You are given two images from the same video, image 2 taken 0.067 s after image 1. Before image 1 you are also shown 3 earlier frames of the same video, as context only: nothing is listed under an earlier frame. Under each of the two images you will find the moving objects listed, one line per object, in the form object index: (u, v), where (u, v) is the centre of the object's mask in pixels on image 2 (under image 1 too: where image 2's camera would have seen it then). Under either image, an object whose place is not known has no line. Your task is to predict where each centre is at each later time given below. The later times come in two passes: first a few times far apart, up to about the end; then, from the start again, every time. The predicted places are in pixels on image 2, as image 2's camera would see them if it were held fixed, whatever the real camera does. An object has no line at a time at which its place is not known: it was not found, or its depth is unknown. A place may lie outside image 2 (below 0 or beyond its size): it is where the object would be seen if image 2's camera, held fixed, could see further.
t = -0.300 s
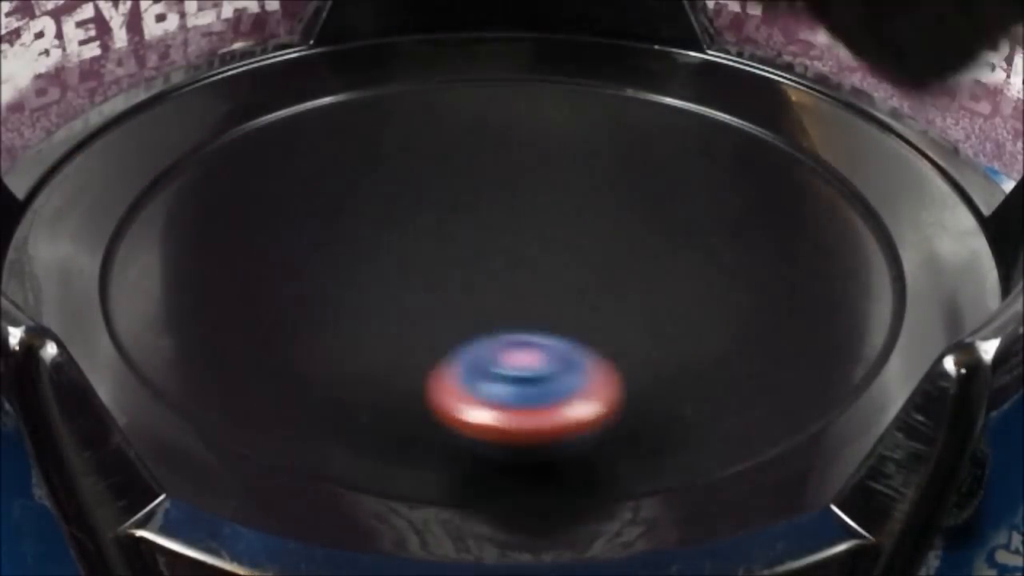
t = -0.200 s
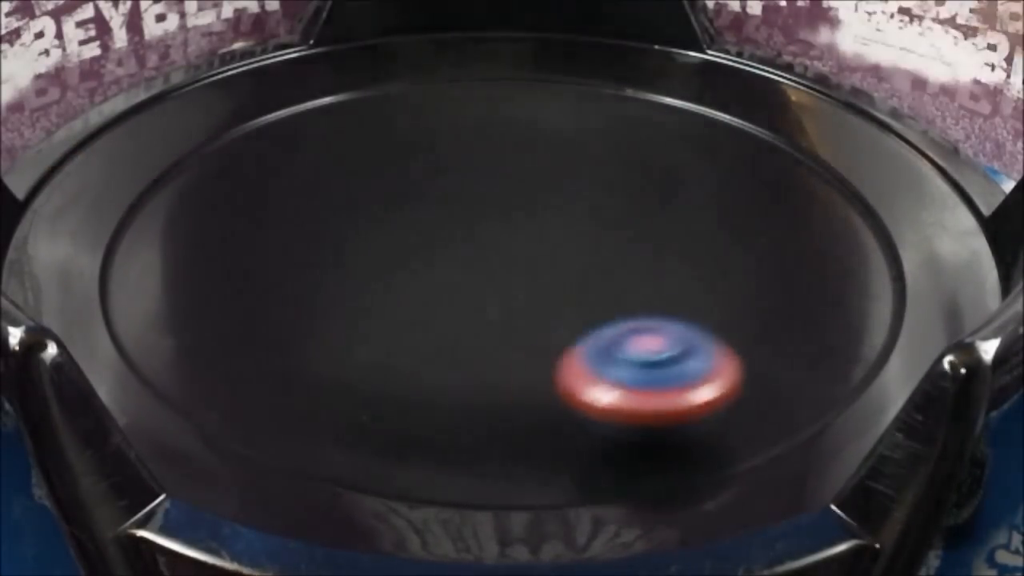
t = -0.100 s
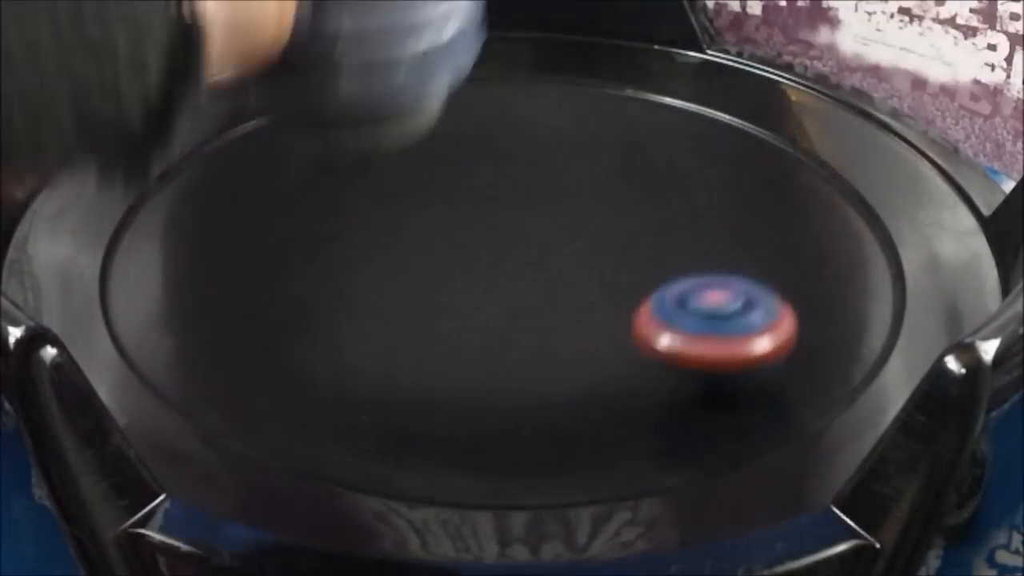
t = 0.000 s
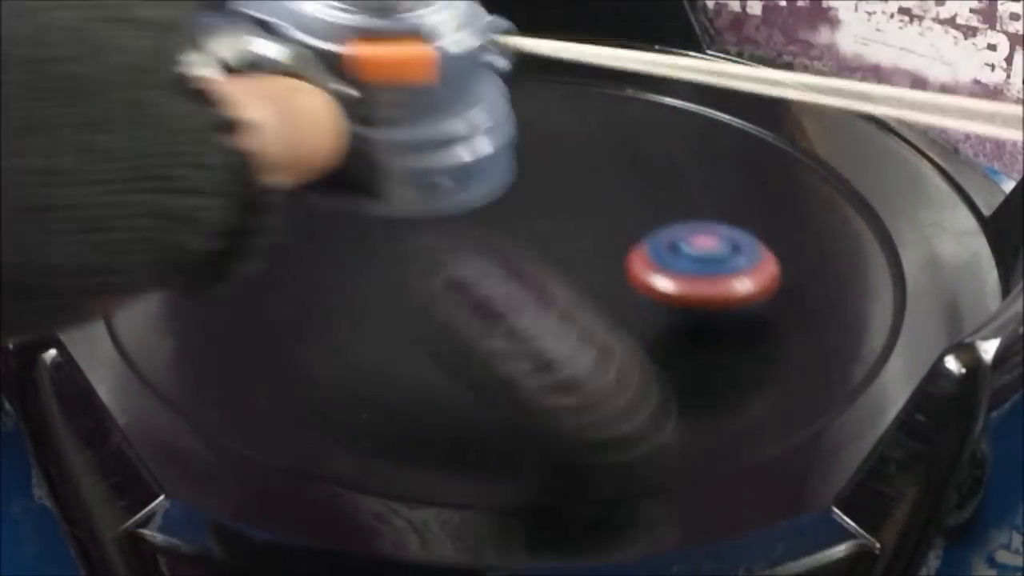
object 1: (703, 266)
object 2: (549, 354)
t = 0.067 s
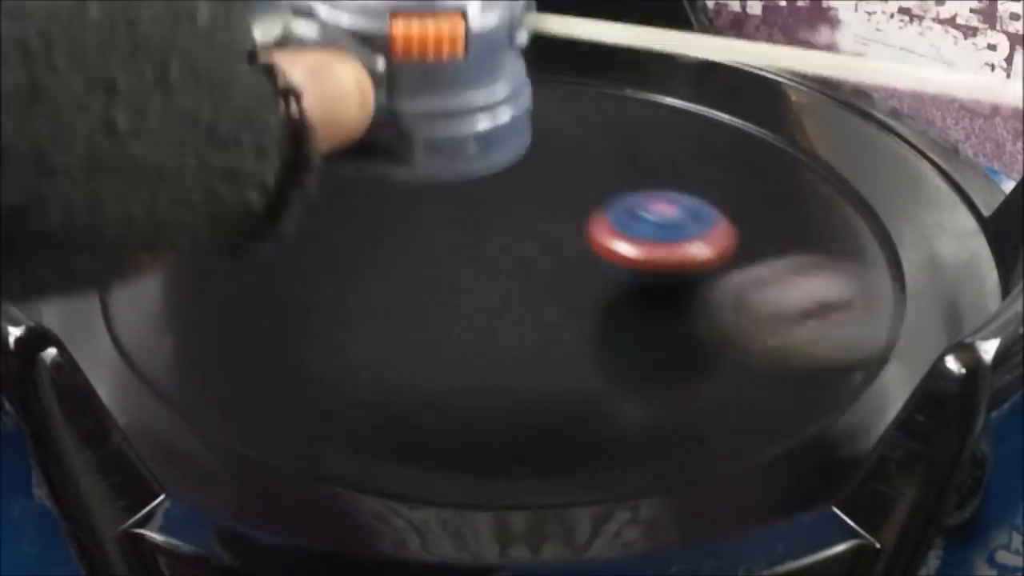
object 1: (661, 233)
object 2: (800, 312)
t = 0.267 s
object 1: (456, 181)
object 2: (801, 95)
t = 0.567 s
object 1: (237, 283)
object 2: (445, 237)
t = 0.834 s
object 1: (360, 408)
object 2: (488, 324)
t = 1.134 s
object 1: (515, 407)
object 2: (733, 164)
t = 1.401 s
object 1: (562, 292)
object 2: (577, 93)
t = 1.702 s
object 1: (312, 225)
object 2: (406, 110)
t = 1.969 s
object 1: (289, 271)
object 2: (355, 180)
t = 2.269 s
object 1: (449, 294)
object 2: (468, 197)
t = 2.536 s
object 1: (521, 446)
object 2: (523, 114)
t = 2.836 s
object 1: (771, 265)
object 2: (419, 346)
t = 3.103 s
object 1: (556, 119)
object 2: (709, 319)
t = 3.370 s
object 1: (277, 144)
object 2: (746, 223)
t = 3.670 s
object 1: (329, 310)
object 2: (581, 195)
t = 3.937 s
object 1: (586, 302)
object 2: (467, 228)
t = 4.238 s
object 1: (594, 179)
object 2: (420, 273)
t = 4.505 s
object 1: (430, 177)
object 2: (430, 293)
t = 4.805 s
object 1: (408, 240)
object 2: (486, 312)
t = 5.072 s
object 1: (337, 159)
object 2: (738, 355)
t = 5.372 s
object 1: (306, 226)
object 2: (743, 253)
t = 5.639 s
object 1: (459, 275)
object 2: (590, 206)
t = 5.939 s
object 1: (570, 270)
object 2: (441, 158)
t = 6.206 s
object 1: (596, 212)
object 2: (323, 200)
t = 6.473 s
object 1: (516, 194)
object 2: (338, 246)
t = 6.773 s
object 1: (510, 187)
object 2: (350, 314)
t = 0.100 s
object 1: (633, 218)
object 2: (902, 294)
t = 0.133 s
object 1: (602, 205)
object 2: (917, 267)
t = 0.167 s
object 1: (568, 196)
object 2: (895, 222)
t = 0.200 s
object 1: (533, 188)
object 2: (871, 179)
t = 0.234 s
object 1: (496, 183)
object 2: (838, 134)
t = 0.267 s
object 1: (456, 181)
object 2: (801, 95)
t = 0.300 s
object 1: (416, 181)
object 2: (767, 59)
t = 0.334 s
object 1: (375, 185)
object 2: (722, 31)
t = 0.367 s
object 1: (340, 191)
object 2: (697, 24)
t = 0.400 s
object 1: (309, 200)
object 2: (667, 31)
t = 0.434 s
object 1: (282, 212)
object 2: (622, 66)
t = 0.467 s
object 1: (260, 228)
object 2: (582, 139)
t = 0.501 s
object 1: (244, 245)
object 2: (538, 168)
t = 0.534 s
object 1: (237, 264)
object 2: (491, 213)
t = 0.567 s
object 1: (237, 283)
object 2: (445, 237)
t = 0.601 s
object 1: (246, 301)
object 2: (399, 262)
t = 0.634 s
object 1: (259, 316)
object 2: (375, 281)
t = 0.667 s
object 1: (248, 328)
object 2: (378, 291)
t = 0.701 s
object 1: (240, 364)
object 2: (391, 297)
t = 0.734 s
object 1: (245, 383)
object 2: (411, 307)
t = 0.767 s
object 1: (272, 395)
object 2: (434, 318)
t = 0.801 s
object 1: (313, 404)
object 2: (461, 321)
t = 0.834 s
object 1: (360, 408)
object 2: (488, 324)
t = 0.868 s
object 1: (406, 409)
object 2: (514, 325)
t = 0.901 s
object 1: (450, 408)
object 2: (539, 322)
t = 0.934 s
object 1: (489, 403)
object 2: (562, 319)
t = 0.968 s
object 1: (524, 396)
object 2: (586, 315)
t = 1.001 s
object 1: (545, 392)
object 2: (613, 310)
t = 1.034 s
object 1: (530, 404)
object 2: (660, 273)
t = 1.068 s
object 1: (518, 411)
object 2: (697, 231)
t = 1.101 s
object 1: (513, 412)
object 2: (721, 194)
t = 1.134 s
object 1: (515, 407)
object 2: (733, 164)
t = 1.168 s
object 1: (524, 398)
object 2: (731, 139)
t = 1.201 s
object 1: (539, 387)
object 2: (719, 123)
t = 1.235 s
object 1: (554, 375)
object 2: (701, 112)
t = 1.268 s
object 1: (568, 360)
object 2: (677, 105)
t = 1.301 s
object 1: (576, 344)
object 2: (654, 99)
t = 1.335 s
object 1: (578, 327)
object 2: (630, 95)
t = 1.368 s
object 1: (573, 310)
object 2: (603, 93)
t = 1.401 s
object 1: (562, 292)
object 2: (577, 93)
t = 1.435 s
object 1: (546, 275)
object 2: (551, 95)
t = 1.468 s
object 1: (526, 258)
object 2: (526, 98)
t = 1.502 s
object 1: (502, 243)
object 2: (502, 102)
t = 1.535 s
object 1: (475, 230)
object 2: (477, 107)
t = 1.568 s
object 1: (446, 217)
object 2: (453, 116)
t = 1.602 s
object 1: (416, 208)
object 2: (430, 126)
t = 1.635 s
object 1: (380, 206)
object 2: (415, 119)
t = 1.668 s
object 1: (343, 218)
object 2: (410, 110)
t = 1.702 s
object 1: (312, 225)
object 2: (406, 110)
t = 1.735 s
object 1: (288, 232)
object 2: (403, 113)
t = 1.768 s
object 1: (272, 238)
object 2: (399, 117)
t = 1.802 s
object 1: (263, 244)
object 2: (391, 125)
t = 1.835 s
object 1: (259, 250)
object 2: (380, 134)
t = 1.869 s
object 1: (262, 256)
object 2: (372, 144)
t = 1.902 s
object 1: (267, 261)
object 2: (364, 156)
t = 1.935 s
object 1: (276, 266)
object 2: (359, 167)
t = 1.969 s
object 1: (289, 271)
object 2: (355, 180)
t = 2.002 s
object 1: (306, 276)
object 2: (356, 192)
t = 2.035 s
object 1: (326, 279)
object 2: (360, 199)
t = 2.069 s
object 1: (343, 284)
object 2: (370, 204)
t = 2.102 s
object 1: (358, 291)
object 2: (383, 206)
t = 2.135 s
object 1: (375, 297)
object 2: (403, 206)
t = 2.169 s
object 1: (397, 299)
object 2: (423, 205)
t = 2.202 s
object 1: (418, 296)
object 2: (439, 203)
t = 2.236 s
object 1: (438, 289)
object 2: (453, 202)
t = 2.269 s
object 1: (449, 294)
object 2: (468, 197)
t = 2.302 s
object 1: (429, 341)
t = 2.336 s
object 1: (412, 383)
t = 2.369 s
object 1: (403, 418)
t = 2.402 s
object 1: (408, 432)
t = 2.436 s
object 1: (426, 431)
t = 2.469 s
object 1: (448, 453)
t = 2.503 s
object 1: (481, 452)
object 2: (549, 95)
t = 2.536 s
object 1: (521, 446)
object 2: (523, 114)
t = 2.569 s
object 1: (564, 441)
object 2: (501, 139)
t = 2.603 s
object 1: (609, 425)
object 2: (477, 194)
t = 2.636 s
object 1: (650, 407)
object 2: (459, 213)
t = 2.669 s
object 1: (686, 387)
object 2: (431, 253)
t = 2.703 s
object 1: (720, 365)
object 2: (421, 274)
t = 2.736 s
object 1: (746, 341)
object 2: (400, 301)
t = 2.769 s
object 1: (764, 316)
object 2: (398, 320)
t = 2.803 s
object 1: (772, 291)
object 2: (404, 334)
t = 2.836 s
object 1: (771, 265)
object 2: (419, 346)
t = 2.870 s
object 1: (763, 241)
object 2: (446, 355)
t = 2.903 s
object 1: (746, 217)
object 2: (484, 361)
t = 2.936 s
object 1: (724, 196)
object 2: (525, 362)
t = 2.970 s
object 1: (697, 176)
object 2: (570, 359)
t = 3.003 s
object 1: (666, 158)
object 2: (611, 353)
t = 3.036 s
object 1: (632, 142)
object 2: (648, 345)
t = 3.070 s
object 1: (594, 129)
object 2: (683, 333)
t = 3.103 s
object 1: (556, 119)
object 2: (709, 319)
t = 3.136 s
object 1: (516, 112)
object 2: (731, 305)
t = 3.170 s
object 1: (476, 107)
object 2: (747, 291)
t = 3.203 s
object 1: (437, 106)
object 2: (759, 277)
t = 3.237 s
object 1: (400, 108)
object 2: (766, 263)
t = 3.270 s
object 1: (365, 113)
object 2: (768, 251)
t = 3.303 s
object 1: (333, 120)
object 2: (765, 240)
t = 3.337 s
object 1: (303, 131)
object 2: (757, 230)
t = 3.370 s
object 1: (277, 144)
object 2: (746, 223)
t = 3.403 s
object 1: (256, 160)
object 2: (733, 215)
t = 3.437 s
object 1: (239, 177)
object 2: (717, 209)
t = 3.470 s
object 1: (230, 197)
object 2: (700, 203)
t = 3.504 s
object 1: (227, 217)
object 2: (686, 198)
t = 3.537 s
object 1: (232, 238)
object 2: (661, 195)
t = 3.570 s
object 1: (246, 259)
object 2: (639, 193)
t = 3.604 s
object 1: (268, 278)
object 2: (620, 193)
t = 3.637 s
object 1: (296, 295)
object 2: (601, 194)
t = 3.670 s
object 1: (329, 310)
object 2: (581, 195)
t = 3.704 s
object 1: (365, 321)
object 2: (564, 197)
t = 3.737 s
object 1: (403, 328)
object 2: (546, 200)
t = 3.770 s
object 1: (440, 331)
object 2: (530, 204)
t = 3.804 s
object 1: (476, 331)
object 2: (515, 208)
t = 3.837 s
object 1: (509, 327)
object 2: (501, 213)
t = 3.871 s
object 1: (540, 321)
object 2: (493, 218)
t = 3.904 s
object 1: (565, 313)
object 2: (476, 223)
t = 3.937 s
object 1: (586, 302)
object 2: (467, 228)
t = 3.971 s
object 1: (604, 289)
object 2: (459, 234)
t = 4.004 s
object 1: (620, 275)
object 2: (451, 239)
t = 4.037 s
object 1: (632, 260)
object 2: (444, 245)
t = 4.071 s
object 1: (638, 244)
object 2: (437, 251)
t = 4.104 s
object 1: (638, 229)
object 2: (432, 256)
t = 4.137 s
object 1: (634, 215)
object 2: (430, 261)
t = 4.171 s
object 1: (624, 201)
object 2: (423, 265)
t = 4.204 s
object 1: (610, 189)
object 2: (420, 269)
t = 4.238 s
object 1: (594, 179)
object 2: (420, 273)
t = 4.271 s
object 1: (576, 171)
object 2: (419, 276)
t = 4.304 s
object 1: (556, 164)
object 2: (419, 280)
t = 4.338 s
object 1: (534, 160)
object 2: (419, 283)
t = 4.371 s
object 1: (511, 158)
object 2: (418, 285)
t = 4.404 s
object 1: (488, 159)
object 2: (420, 288)
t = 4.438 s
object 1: (466, 163)
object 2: (424, 290)
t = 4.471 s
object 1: (446, 168)
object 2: (427, 292)
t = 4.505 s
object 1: (430, 177)
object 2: (430, 293)
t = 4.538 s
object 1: (420, 186)
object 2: (434, 294)
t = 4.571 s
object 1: (413, 196)
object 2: (440, 295)
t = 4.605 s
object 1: (408, 205)
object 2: (444, 294)
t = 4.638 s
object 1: (405, 215)
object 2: (447, 294)
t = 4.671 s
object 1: (404, 223)
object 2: (451, 296)
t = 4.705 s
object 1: (402, 225)
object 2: (463, 306)
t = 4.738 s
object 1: (402, 228)
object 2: (472, 311)
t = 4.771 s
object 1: (404, 234)
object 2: (480, 313)
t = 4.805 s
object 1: (408, 240)
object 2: (486, 312)
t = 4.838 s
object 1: (413, 245)
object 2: (490, 309)
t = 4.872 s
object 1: (418, 249)
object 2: (503, 310)
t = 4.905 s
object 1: (423, 251)
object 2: (509, 308)
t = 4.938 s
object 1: (403, 232)
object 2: (564, 328)
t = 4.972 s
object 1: (379, 206)
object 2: (627, 348)
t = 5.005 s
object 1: (360, 185)
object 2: (675, 356)
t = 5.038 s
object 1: (346, 169)
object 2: (712, 358)
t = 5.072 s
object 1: (337, 159)
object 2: (738, 355)
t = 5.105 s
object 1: (330, 154)
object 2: (754, 345)
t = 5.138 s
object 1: (324, 157)
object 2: (765, 333)
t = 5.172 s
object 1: (317, 162)
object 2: (773, 321)
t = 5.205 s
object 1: (309, 171)
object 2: (777, 308)
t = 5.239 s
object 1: (302, 180)
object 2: (776, 296)
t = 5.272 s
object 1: (297, 191)
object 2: (773, 284)
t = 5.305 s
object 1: (296, 203)
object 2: (767, 273)
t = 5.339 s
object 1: (299, 215)
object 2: (756, 263)
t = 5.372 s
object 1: (306, 226)
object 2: (743, 253)
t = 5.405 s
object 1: (316, 237)
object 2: (727, 244)
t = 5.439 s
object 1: (330, 247)
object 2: (710, 236)
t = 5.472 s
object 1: (346, 255)
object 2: (691, 228)
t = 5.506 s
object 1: (366, 264)
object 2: (672, 222)
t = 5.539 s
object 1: (389, 269)
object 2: (651, 217)
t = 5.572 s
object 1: (413, 273)
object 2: (632, 212)
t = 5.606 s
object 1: (436, 275)
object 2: (612, 209)
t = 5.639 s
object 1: (459, 275)
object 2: (590, 206)
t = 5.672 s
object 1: (480, 274)
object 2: (572, 205)
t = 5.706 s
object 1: (496, 273)
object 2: (557, 199)
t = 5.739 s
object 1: (496, 281)
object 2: (553, 184)
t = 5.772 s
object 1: (500, 285)
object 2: (546, 172)
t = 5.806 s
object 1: (510, 286)
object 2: (533, 164)
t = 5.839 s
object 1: (525, 284)
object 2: (513, 160)
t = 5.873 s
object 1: (540, 280)
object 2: (489, 158)
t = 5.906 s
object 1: (556, 276)
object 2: (465, 158)
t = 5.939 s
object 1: (570, 270)
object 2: (441, 158)
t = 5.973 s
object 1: (581, 264)
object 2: (419, 160)
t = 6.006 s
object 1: (591, 257)
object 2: (398, 164)
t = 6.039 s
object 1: (598, 249)
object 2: (377, 169)
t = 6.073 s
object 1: (602, 241)
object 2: (359, 174)
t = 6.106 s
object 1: (604, 233)
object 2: (345, 181)
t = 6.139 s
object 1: (603, 225)
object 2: (335, 187)
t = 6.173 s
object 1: (600, 218)
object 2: (328, 193)
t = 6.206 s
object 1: (596, 212)
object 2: (323, 200)
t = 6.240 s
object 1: (589, 206)
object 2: (320, 206)
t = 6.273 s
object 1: (581, 201)
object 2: (318, 212)
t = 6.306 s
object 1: (572, 198)
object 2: (321, 219)
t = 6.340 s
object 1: (562, 195)
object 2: (322, 225)
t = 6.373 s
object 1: (551, 193)
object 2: (323, 231)
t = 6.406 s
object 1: (540, 192)
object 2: (326, 236)
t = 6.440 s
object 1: (528, 192)
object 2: (331, 241)
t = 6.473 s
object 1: (516, 194)
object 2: (338, 246)
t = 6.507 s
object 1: (505, 196)
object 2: (345, 250)
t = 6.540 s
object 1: (494, 199)
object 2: (353, 253)
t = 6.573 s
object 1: (486, 202)
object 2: (361, 257)
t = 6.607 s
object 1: (483, 205)
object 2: (361, 263)
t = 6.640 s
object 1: (498, 196)
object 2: (338, 280)
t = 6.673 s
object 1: (509, 190)
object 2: (326, 294)
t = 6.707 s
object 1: (515, 187)
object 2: (327, 303)
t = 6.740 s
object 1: (515, 186)
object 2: (337, 310)
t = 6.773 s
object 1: (510, 187)
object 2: (350, 314)
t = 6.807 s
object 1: (505, 188)
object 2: (367, 317)
